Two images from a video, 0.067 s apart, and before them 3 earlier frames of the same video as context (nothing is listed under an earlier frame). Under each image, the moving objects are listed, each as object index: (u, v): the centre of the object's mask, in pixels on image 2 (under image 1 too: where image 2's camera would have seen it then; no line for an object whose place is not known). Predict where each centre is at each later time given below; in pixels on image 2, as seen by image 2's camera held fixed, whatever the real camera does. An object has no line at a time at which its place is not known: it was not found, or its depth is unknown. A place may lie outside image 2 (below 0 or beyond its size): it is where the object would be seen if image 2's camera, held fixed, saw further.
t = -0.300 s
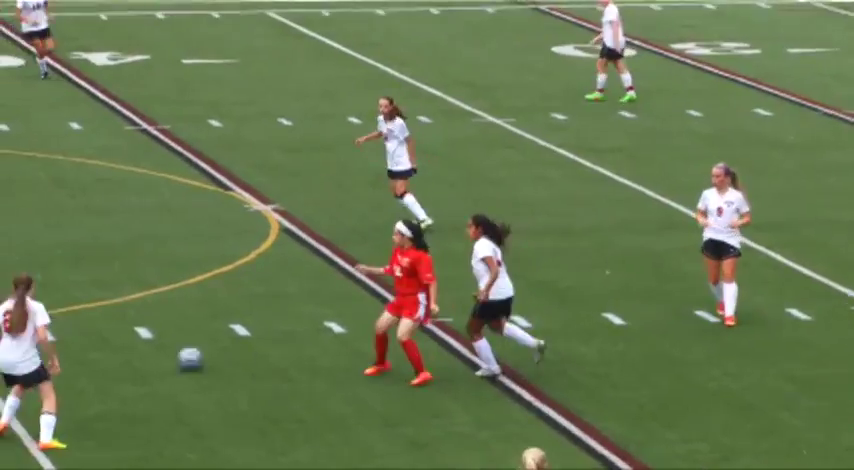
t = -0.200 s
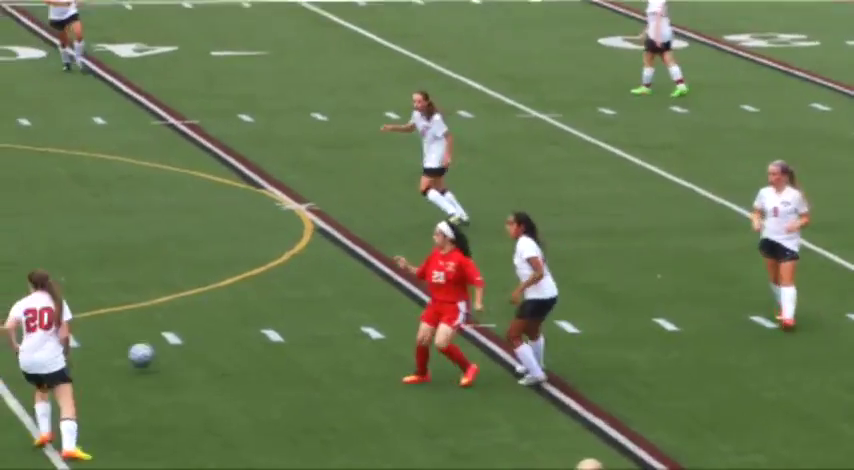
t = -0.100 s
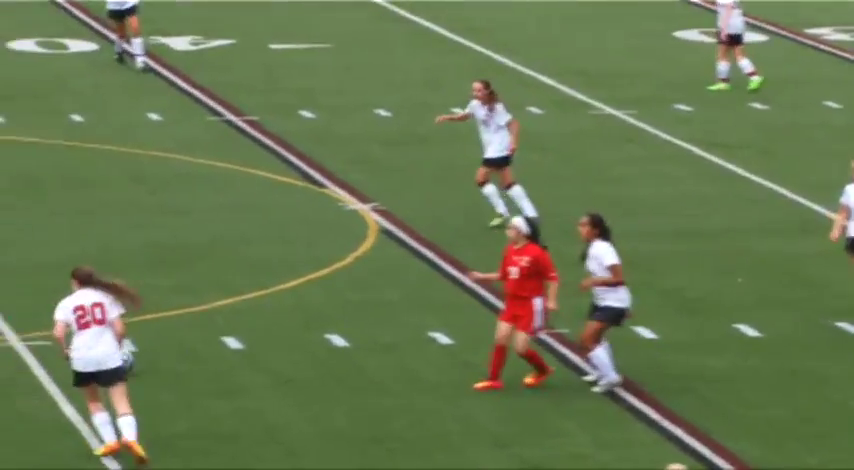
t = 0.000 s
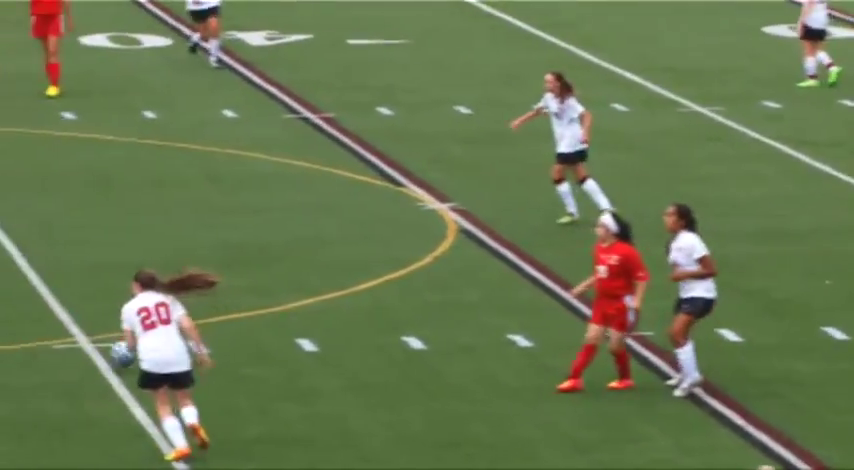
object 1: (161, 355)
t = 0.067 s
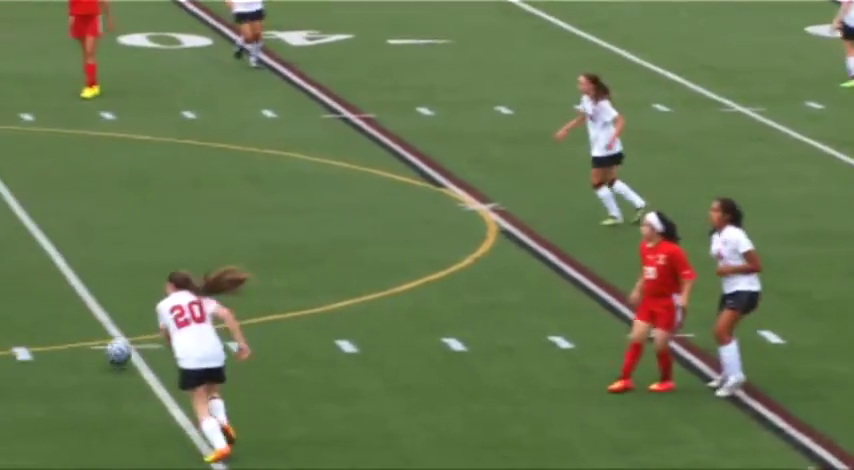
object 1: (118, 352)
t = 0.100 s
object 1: (96, 353)
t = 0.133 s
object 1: (74, 355)
